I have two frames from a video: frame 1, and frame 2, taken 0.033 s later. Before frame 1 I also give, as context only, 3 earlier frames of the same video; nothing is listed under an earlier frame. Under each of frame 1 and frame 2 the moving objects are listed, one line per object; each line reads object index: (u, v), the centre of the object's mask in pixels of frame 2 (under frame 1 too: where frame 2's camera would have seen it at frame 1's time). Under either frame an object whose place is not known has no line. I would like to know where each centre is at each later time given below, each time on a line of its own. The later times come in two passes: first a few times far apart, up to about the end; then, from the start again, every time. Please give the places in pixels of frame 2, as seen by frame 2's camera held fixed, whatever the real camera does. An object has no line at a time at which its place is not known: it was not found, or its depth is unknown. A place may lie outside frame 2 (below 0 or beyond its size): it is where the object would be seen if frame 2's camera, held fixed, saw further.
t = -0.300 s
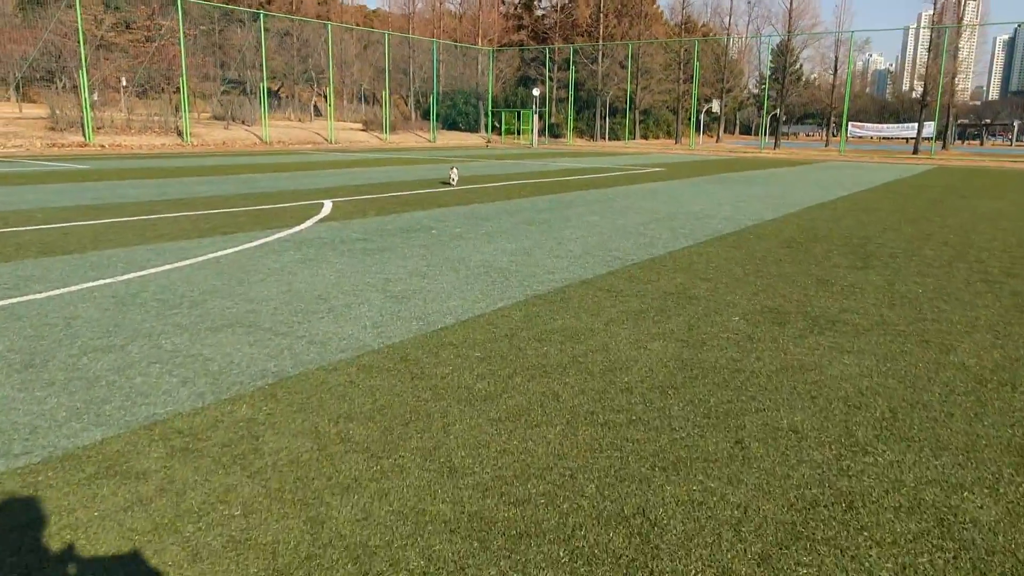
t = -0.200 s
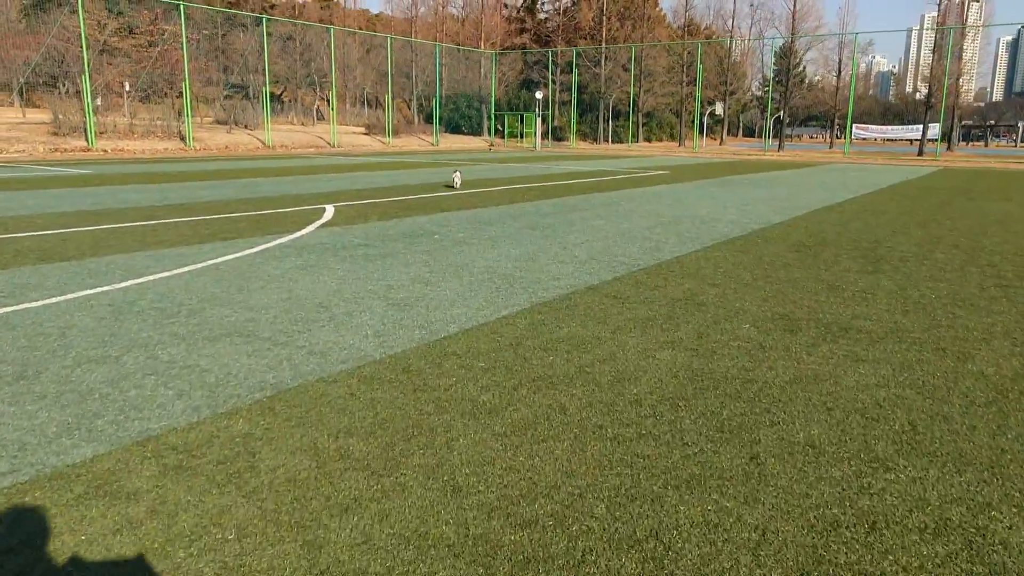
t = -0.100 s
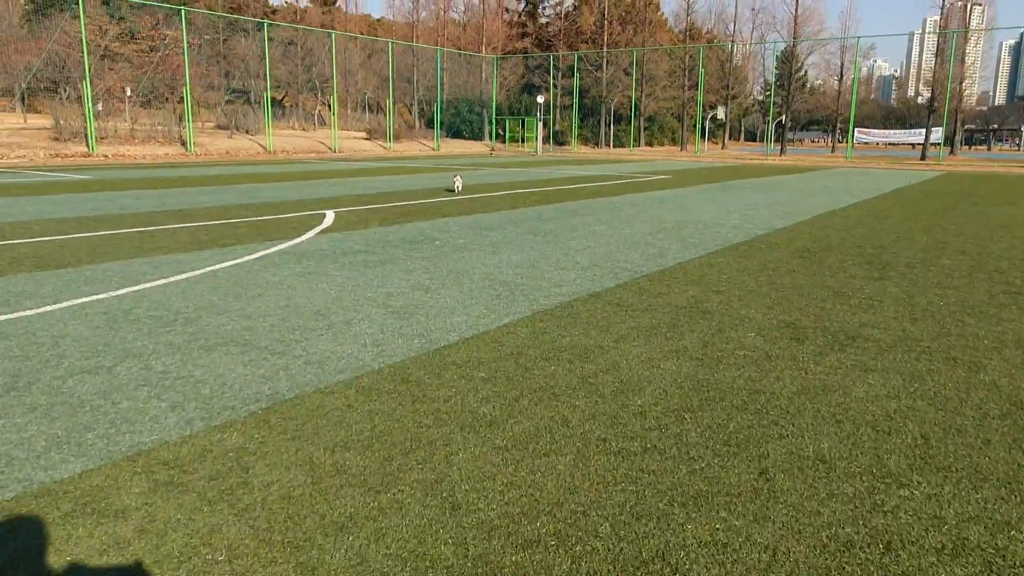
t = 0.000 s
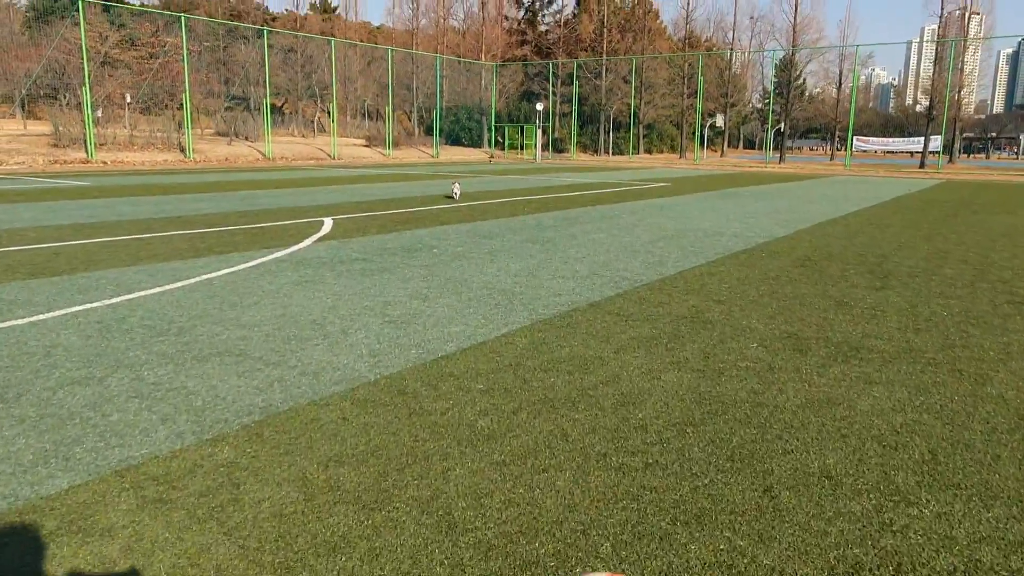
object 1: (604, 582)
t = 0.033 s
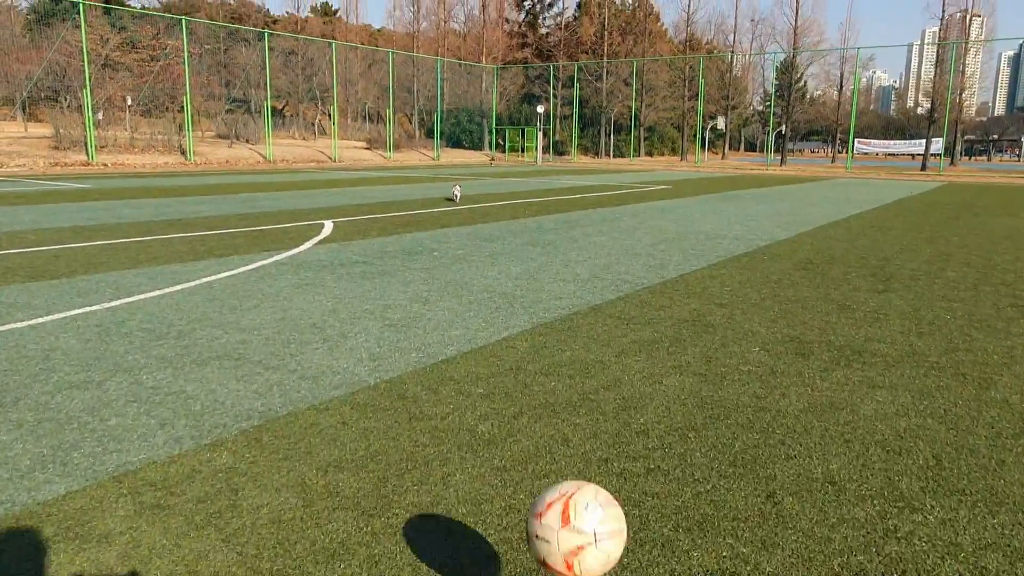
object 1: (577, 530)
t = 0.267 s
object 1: (508, 310)
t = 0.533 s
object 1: (488, 256)
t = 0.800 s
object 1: (481, 246)
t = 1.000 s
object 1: (479, 231)
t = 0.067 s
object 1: (558, 457)
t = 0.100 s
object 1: (544, 406)
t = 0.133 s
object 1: (533, 371)
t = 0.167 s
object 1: (524, 346)
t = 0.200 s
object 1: (518, 329)
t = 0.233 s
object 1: (513, 317)
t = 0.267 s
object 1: (508, 310)
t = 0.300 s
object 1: (504, 305)
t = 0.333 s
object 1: (500, 304)
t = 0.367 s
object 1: (497, 304)
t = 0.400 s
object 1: (495, 299)
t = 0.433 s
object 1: (493, 285)
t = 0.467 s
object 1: (491, 273)
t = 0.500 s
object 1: (490, 263)
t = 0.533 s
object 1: (488, 256)
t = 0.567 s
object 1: (487, 251)
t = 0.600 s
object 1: (486, 247)
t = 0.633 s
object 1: (484, 245)
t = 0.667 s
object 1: (484, 244)
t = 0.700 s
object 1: (482, 245)
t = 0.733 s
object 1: (483, 246)
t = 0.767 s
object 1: (481, 249)
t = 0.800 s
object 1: (481, 246)
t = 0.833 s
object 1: (480, 240)
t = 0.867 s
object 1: (480, 236)
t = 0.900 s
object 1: (479, 233)
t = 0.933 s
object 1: (479, 231)
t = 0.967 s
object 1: (479, 230)
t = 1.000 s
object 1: (479, 231)
